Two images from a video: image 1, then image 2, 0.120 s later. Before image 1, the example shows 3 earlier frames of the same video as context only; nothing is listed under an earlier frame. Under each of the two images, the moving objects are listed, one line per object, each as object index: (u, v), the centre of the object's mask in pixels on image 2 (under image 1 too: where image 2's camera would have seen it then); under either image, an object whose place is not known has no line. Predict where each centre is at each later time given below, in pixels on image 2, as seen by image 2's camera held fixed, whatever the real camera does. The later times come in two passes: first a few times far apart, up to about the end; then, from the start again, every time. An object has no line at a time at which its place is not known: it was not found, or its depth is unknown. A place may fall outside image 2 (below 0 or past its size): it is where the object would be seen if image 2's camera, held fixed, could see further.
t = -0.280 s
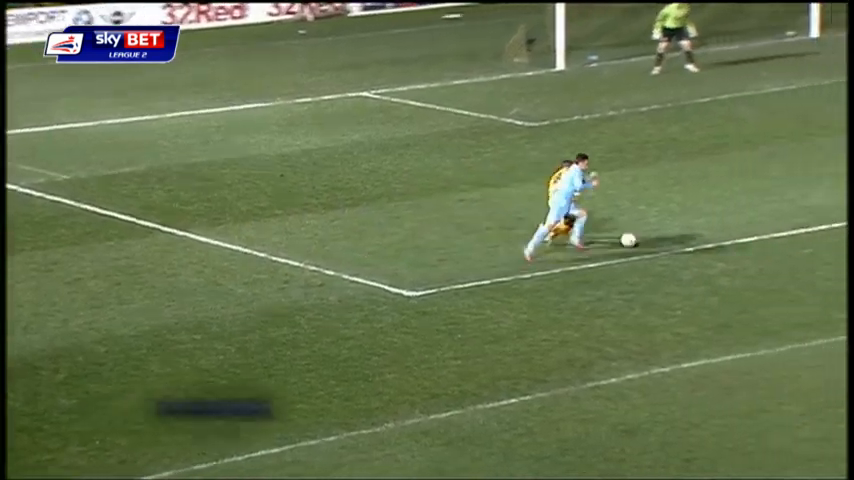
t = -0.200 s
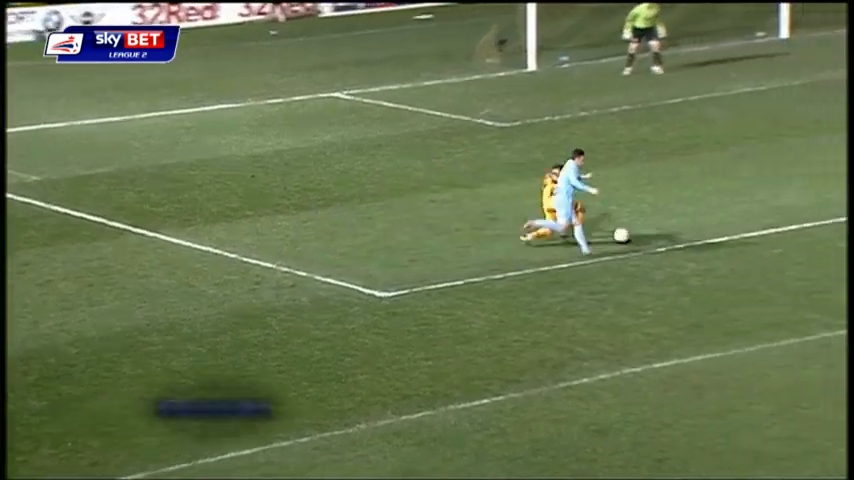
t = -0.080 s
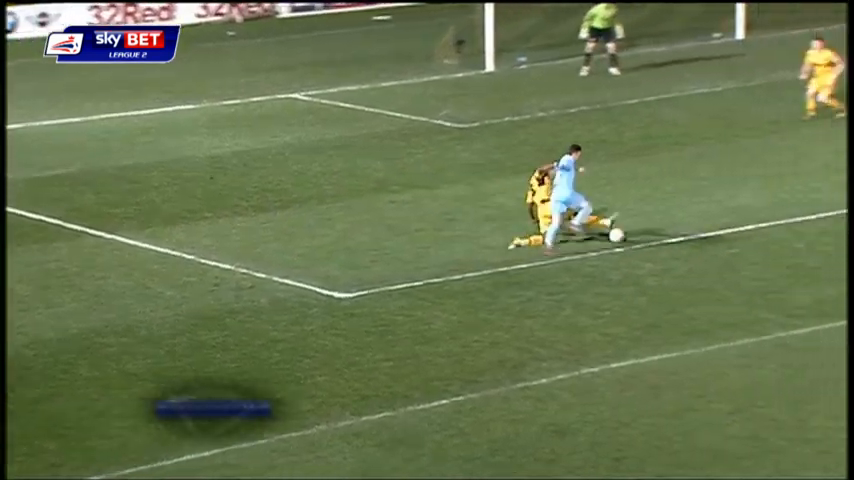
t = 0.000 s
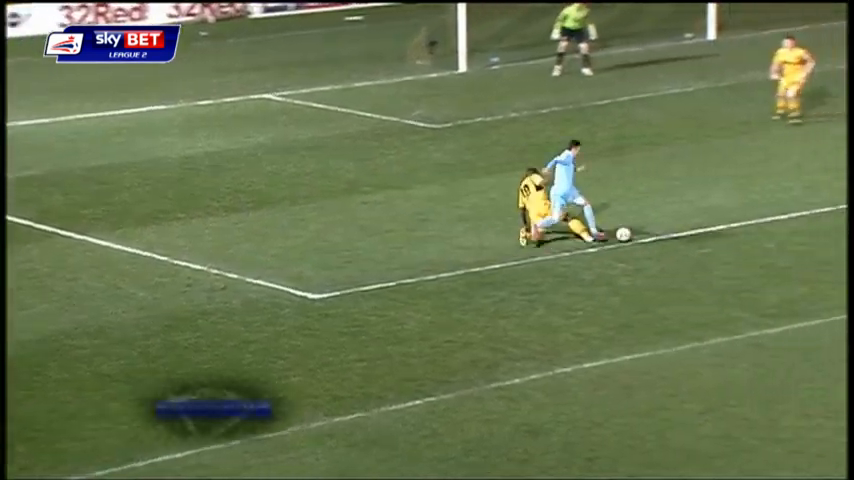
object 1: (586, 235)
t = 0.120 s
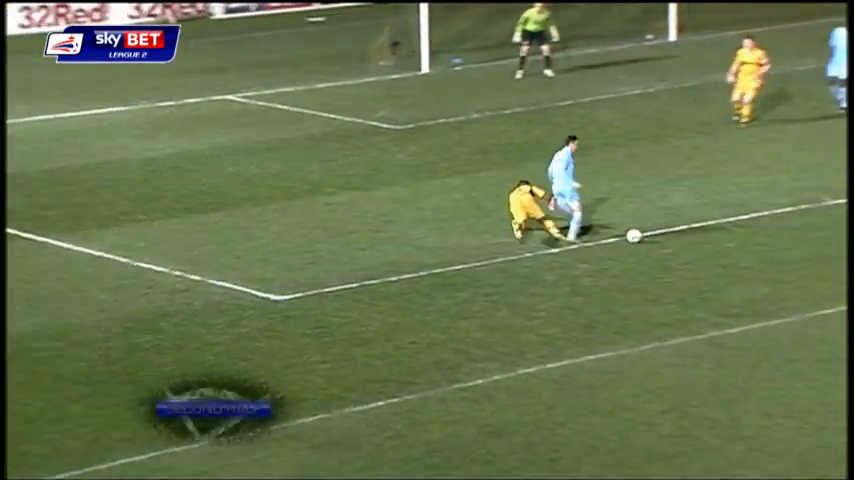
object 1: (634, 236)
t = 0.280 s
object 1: (693, 236)
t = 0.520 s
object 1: (777, 238)
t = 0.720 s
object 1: (845, 238)
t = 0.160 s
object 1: (649, 235)
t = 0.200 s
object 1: (664, 236)
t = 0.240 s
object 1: (679, 237)
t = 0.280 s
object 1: (693, 236)
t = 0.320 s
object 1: (708, 236)
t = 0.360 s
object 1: (722, 236)
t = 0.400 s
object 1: (736, 237)
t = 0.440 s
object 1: (750, 237)
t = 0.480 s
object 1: (764, 237)
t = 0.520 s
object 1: (777, 238)
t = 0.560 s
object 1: (791, 238)
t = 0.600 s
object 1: (805, 237)
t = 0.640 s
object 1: (818, 237)
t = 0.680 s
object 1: (831, 239)
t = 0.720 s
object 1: (845, 238)
